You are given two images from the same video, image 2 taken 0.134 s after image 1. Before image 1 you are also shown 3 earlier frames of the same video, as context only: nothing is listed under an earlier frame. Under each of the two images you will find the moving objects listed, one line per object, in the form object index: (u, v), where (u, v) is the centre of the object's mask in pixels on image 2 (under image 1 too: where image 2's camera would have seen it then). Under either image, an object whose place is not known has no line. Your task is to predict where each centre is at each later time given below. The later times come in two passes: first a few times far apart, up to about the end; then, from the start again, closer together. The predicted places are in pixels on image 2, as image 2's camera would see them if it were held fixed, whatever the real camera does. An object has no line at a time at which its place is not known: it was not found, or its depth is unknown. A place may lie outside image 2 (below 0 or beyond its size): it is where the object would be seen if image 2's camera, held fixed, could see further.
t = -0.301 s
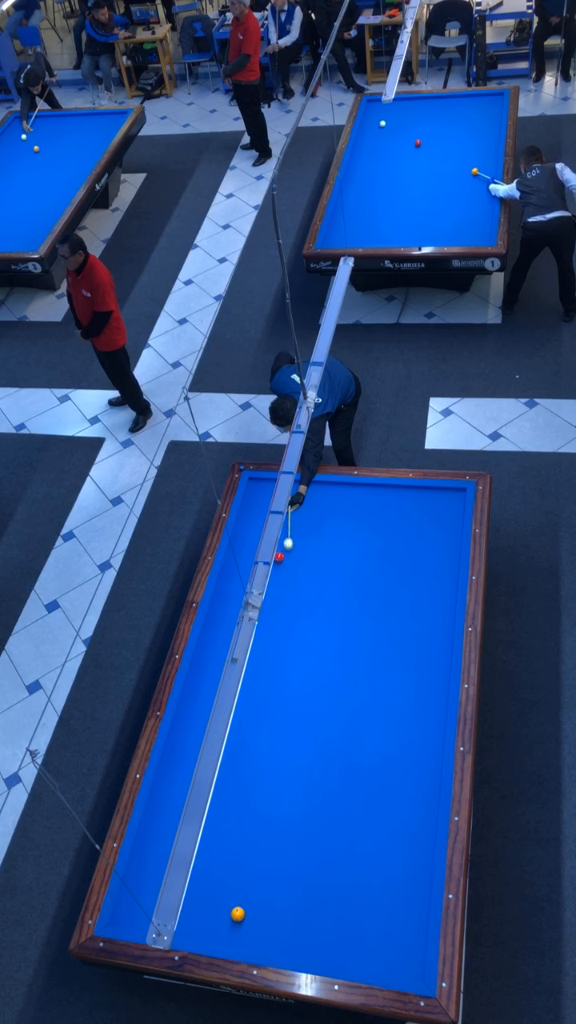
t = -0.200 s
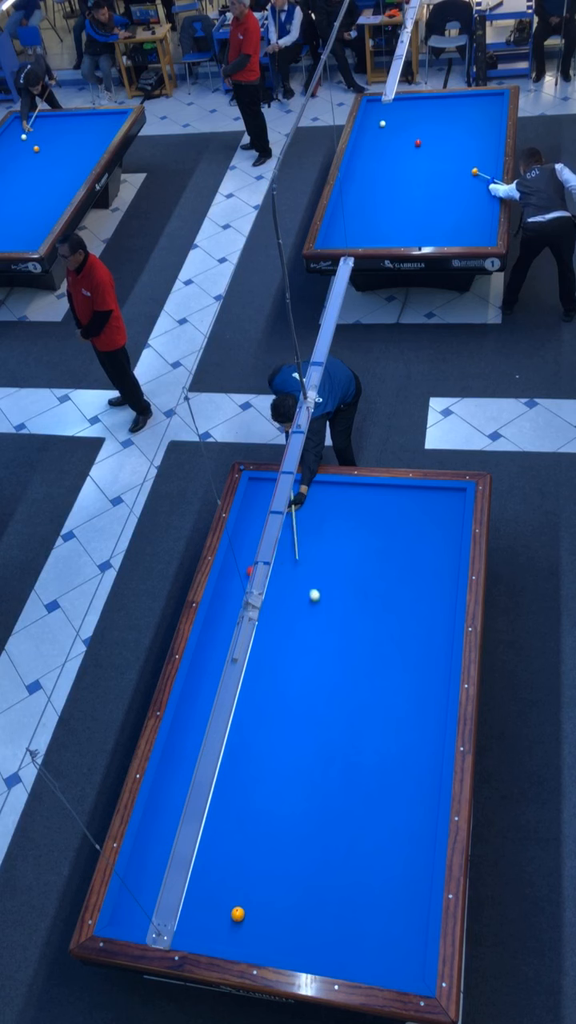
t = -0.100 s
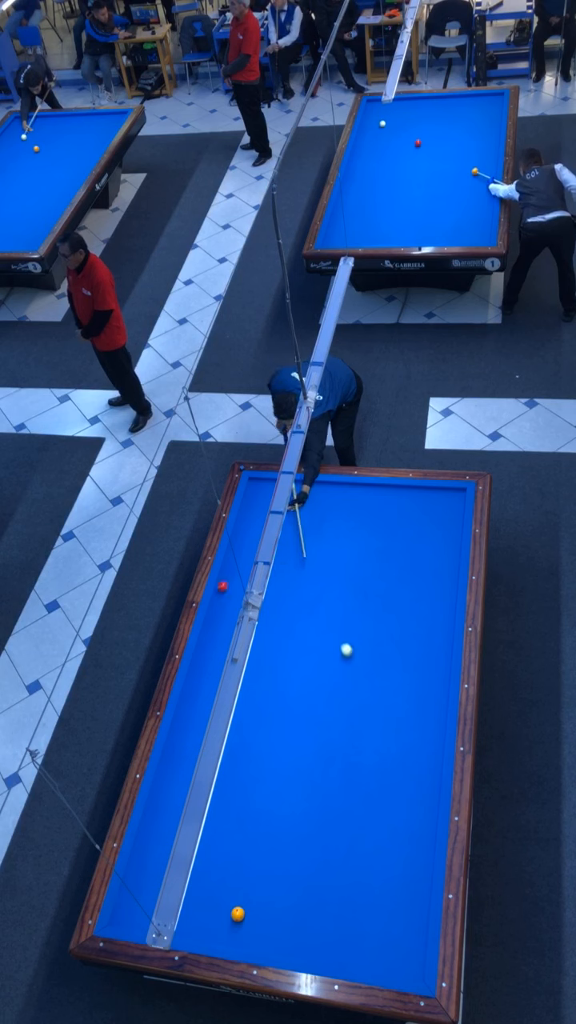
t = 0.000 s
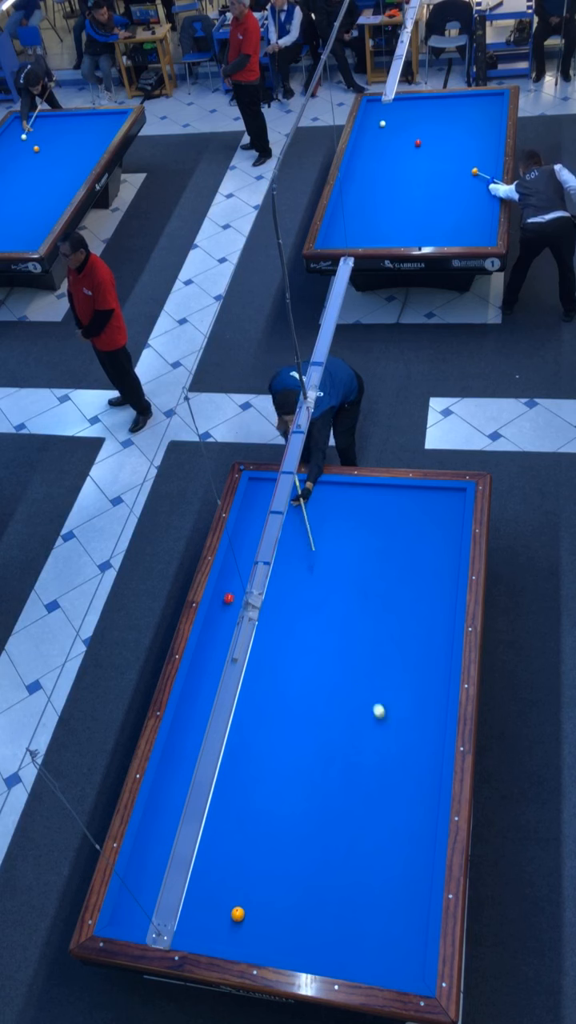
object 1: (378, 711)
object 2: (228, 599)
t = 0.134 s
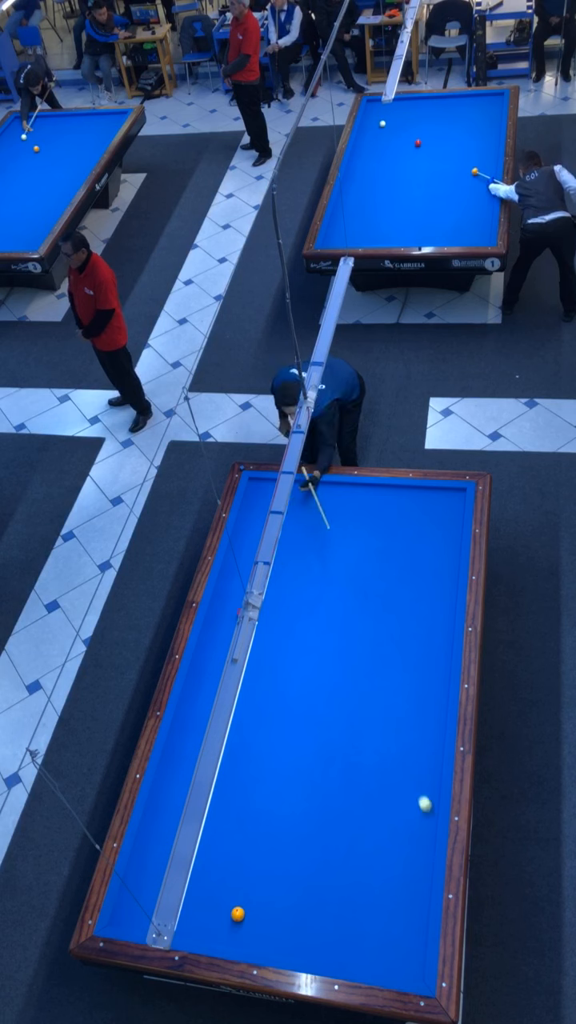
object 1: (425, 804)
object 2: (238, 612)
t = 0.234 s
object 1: (399, 859)
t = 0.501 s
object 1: (317, 911)
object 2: (277, 656)
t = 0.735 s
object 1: (292, 812)
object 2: (301, 684)
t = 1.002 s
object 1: (269, 734)
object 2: (329, 719)
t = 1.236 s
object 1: (251, 676)
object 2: (356, 750)
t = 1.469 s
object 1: (234, 623)
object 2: (384, 783)
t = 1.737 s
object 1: (225, 573)
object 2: (417, 822)
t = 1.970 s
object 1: (250, 539)
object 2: (418, 847)
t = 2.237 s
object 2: (398, 866)
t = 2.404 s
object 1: (297, 493)
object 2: (378, 885)
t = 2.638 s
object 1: (313, 512)
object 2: (360, 903)
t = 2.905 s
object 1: (332, 533)
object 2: (341, 921)
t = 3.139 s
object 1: (349, 552)
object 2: (323, 937)
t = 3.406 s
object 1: (369, 575)
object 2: (305, 952)
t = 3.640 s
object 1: (387, 596)
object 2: (298, 941)
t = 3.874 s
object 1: (405, 617)
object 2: (291, 930)
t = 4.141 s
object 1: (428, 642)
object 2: (283, 919)
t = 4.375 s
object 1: (444, 664)
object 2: (277, 910)
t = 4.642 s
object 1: (428, 683)
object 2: (271, 900)
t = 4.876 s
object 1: (414, 700)
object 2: (266, 893)
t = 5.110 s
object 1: (401, 717)
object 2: (261, 886)
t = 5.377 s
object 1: (385, 736)
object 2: (256, 878)
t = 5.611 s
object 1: (371, 753)
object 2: (252, 872)
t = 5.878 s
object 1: (355, 771)
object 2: (247, 867)
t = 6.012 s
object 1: (347, 781)
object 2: (245, 864)
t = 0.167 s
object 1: (427, 826)
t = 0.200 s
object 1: (413, 842)
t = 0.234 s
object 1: (399, 859)
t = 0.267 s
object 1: (385, 876)
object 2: (257, 629)
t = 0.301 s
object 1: (372, 894)
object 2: (258, 633)
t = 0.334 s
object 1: (359, 912)
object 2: (260, 636)
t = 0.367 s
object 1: (346, 931)
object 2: (263, 640)
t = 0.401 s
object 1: (333, 950)
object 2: (267, 644)
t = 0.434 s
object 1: (325, 948)
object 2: (270, 648)
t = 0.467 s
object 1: (321, 929)
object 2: (274, 652)
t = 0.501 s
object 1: (317, 911)
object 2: (277, 656)
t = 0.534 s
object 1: (313, 894)
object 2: (280, 660)
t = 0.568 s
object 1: (309, 879)
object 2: (283, 664)
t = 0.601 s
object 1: (306, 863)
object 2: (287, 668)
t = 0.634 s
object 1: (302, 849)
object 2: (290, 672)
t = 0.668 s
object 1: (299, 836)
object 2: (294, 676)
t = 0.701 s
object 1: (295, 824)
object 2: (297, 680)
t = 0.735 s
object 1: (292, 812)
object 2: (301, 684)
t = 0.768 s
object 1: (289, 801)
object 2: (304, 689)
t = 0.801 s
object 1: (286, 790)
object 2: (308, 693)
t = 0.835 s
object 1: (282, 780)
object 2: (311, 697)
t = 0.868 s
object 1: (280, 771)
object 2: (315, 701)
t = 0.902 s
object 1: (277, 762)
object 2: (318, 705)
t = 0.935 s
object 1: (274, 752)
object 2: (322, 710)
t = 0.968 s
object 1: (271, 743)
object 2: (326, 714)
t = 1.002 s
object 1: (269, 734)
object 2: (329, 719)
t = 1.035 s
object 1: (266, 726)
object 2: (333, 723)
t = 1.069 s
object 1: (263, 717)
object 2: (337, 727)
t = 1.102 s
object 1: (261, 709)
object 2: (341, 732)
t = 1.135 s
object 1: (258, 700)
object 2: (344, 736)
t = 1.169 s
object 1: (256, 692)
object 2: (348, 741)
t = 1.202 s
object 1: (253, 684)
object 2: (352, 745)
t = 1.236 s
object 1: (251, 676)
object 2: (356, 750)
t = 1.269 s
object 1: (249, 668)
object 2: (360, 754)
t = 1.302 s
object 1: (249, 661)
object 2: (364, 759)
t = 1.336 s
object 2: (368, 763)
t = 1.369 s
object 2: (372, 768)
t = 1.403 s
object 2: (376, 773)
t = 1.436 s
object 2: (380, 778)
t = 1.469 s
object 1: (234, 623)
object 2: (384, 783)
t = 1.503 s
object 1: (233, 617)
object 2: (388, 787)
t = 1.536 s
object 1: (231, 610)
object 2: (392, 793)
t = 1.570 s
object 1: (229, 604)
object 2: (396, 797)
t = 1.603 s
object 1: (227, 597)
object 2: (400, 802)
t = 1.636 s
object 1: (225, 591)
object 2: (404, 807)
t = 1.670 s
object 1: (223, 584)
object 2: (408, 812)
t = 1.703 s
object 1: (222, 578)
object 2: (412, 817)
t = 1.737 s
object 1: (225, 573)
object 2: (417, 822)
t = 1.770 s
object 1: (230, 568)
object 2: (421, 827)
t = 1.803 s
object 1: (233, 563)
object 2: (425, 832)
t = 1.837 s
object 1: (237, 558)
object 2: (429, 837)
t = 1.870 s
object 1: (240, 553)
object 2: (427, 840)
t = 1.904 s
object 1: (244, 549)
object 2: (423, 842)
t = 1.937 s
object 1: (247, 544)
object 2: (420, 844)
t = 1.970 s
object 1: (250, 539)
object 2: (418, 847)
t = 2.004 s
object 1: (254, 535)
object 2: (415, 849)
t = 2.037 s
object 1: (257, 530)
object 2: (413, 852)
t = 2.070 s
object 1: (260, 526)
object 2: (410, 854)
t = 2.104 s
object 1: (262, 521)
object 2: (408, 856)
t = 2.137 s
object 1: (265, 516)
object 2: (405, 859)
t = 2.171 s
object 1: (267, 511)
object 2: (403, 861)
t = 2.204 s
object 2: (400, 864)
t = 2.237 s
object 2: (398, 866)
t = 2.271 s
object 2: (395, 868)
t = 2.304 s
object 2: (390, 874)
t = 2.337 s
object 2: (388, 876)
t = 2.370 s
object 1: (295, 487)
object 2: (383, 881)
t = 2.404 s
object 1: (297, 493)
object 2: (378, 885)
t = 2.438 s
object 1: (300, 496)
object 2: (375, 888)
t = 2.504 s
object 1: (304, 501)
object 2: (370, 893)
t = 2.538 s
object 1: (306, 504)
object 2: (368, 895)
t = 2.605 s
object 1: (311, 509)
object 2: (363, 900)
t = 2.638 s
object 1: (313, 512)
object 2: (360, 903)
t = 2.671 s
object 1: (315, 514)
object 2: (358, 905)
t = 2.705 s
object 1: (318, 517)
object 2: (355, 907)
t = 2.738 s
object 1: (320, 520)
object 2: (353, 910)
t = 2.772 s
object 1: (322, 522)
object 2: (350, 912)
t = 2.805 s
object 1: (325, 525)
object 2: (348, 914)
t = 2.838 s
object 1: (327, 528)
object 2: (345, 917)
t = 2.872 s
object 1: (329, 530)
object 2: (343, 919)
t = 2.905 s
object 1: (332, 533)
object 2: (341, 921)
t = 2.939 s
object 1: (334, 536)
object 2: (338, 923)
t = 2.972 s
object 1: (337, 538)
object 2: (335, 926)
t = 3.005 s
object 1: (339, 541)
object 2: (333, 928)
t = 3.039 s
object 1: (341, 544)
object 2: (330, 930)
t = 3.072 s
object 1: (344, 547)
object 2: (328, 933)
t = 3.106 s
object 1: (346, 549)
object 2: (326, 935)
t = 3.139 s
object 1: (349, 552)
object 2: (323, 937)
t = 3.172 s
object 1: (351, 555)
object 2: (321, 940)
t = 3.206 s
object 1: (354, 558)
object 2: (318, 942)
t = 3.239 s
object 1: (356, 561)
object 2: (316, 945)
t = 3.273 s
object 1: (359, 564)
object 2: (314, 947)
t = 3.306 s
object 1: (361, 566)
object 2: (311, 949)
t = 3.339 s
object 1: (363, 570)
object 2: (309, 952)
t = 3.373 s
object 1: (366, 572)
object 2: (306, 953)
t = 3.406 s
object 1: (369, 575)
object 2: (305, 952)
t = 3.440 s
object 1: (371, 578)
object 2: (304, 950)
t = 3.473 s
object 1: (374, 581)
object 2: (303, 949)
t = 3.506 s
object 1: (376, 584)
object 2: (302, 947)
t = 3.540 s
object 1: (379, 587)
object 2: (301, 946)
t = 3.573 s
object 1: (381, 590)
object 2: (300, 944)
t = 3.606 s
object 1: (384, 593)
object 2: (298, 942)
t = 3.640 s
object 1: (387, 596)
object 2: (298, 941)
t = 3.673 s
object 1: (389, 599)
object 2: (297, 939)
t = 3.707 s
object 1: (392, 602)
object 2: (296, 938)
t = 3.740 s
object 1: (395, 605)
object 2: (294, 936)
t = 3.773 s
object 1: (397, 608)
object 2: (293, 934)
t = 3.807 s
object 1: (400, 611)
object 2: (293, 933)
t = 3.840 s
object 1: (403, 614)
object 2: (292, 931)
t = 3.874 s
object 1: (405, 617)
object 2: (291, 930)
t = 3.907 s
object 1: (408, 620)
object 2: (290, 929)
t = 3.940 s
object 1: (411, 623)
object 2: (289, 927)
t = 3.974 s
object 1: (414, 626)
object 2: (288, 926)
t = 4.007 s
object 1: (417, 629)
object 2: (287, 924)
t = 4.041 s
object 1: (419, 632)
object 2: (286, 923)
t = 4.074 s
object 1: (422, 636)
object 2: (285, 922)
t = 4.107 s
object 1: (425, 639)
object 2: (284, 920)
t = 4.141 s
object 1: (428, 642)
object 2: (283, 919)
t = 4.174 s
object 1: (431, 645)
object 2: (283, 917)
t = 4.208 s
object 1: (433, 648)
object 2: (282, 916)
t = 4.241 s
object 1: (436, 652)
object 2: (281, 915)
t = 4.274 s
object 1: (439, 655)
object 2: (280, 914)
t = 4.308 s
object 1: (442, 658)
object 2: (279, 912)
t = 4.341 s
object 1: (445, 661)
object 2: (278, 911)
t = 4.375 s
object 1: (444, 664)
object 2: (277, 910)
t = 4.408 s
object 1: (442, 667)
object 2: (276, 909)
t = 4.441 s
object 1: (440, 669)
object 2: (276, 907)
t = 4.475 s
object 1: (438, 671)
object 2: (275, 906)
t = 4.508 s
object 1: (436, 674)
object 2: (274, 905)
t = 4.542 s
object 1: (434, 676)
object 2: (273, 904)
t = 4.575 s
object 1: (432, 678)
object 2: (272, 903)
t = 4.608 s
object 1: (430, 681)
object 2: (272, 901)
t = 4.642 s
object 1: (428, 683)
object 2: (271, 900)
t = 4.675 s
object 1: (426, 686)
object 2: (270, 899)
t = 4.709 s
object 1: (424, 688)
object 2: (269, 898)
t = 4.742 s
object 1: (422, 690)
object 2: (269, 897)
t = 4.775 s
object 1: (420, 693)
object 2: (268, 896)
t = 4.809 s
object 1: (418, 695)
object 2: (267, 895)
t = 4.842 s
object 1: (416, 698)
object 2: (266, 894)
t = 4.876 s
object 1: (414, 700)
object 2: (266, 893)
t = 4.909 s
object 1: (412, 703)
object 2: (265, 891)
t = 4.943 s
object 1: (410, 705)
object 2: (264, 891)
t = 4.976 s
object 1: (408, 708)
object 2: (264, 890)
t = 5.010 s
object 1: (407, 710)
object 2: (263, 889)
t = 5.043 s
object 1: (404, 712)
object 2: (262, 888)
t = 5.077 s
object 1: (403, 715)
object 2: (262, 887)
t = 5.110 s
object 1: (401, 717)
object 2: (261, 886)
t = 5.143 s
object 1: (398, 719)
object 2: (260, 885)
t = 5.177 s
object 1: (396, 722)
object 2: (259, 884)
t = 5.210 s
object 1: (395, 724)
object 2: (259, 883)
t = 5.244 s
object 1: (392, 727)
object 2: (258, 882)
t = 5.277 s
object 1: (390, 729)
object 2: (257, 881)
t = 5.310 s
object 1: (389, 731)
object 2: (257, 880)
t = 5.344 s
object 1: (386, 734)
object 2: (256, 879)
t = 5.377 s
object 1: (385, 736)
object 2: (256, 878)
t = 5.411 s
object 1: (383, 739)
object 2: (255, 878)
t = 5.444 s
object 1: (381, 741)
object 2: (255, 877)
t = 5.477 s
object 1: (379, 743)
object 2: (254, 876)
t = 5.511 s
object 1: (377, 746)
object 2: (254, 875)
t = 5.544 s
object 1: (375, 748)
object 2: (253, 874)
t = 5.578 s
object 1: (373, 750)
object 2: (252, 873)
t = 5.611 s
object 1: (371, 753)
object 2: (252, 872)
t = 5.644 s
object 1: (369, 755)
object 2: (251, 872)
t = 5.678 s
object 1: (367, 758)
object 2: (250, 871)
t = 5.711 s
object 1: (365, 760)
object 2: (250, 870)
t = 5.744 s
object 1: (363, 762)
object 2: (249, 869)
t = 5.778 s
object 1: (361, 765)
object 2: (249, 868)
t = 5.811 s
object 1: (359, 767)
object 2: (249, 868)
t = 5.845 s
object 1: (357, 769)
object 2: (248, 867)
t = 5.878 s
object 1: (355, 771)
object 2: (247, 867)
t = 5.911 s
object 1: (353, 774)
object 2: (247, 866)
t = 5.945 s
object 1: (351, 777)
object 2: (246, 865)
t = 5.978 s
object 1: (349, 779)
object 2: (246, 864)
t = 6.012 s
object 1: (347, 781)
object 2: (245, 864)
